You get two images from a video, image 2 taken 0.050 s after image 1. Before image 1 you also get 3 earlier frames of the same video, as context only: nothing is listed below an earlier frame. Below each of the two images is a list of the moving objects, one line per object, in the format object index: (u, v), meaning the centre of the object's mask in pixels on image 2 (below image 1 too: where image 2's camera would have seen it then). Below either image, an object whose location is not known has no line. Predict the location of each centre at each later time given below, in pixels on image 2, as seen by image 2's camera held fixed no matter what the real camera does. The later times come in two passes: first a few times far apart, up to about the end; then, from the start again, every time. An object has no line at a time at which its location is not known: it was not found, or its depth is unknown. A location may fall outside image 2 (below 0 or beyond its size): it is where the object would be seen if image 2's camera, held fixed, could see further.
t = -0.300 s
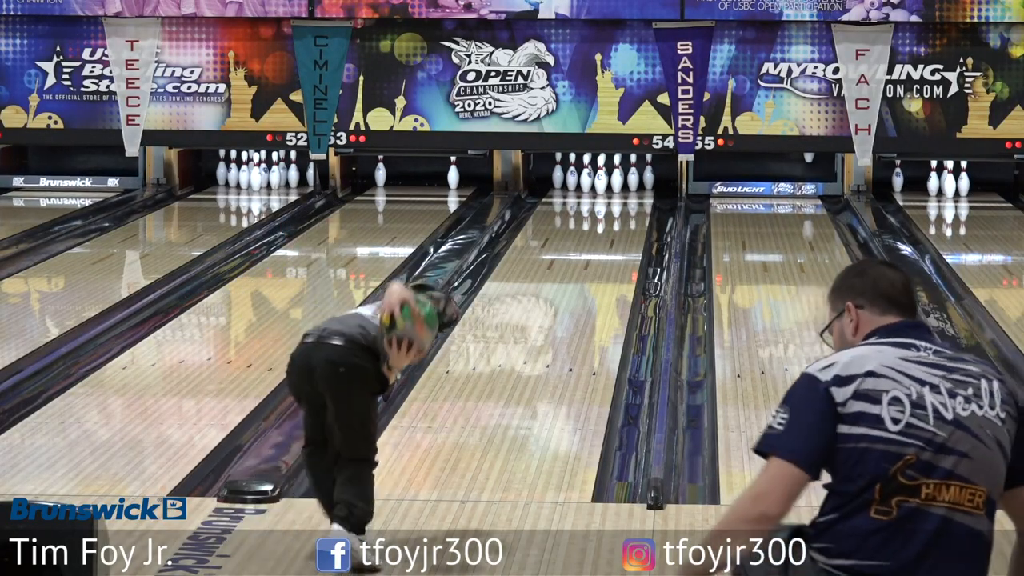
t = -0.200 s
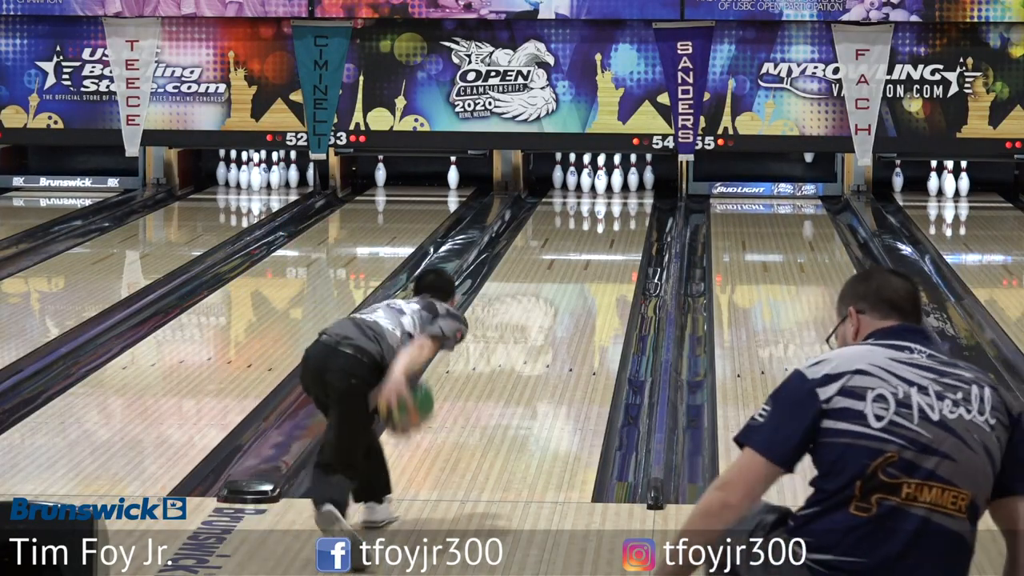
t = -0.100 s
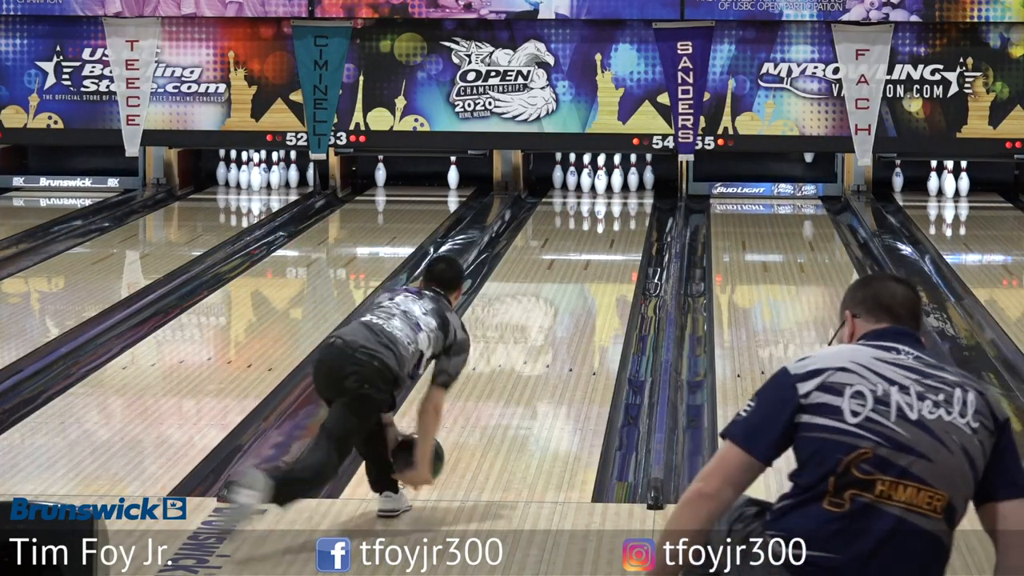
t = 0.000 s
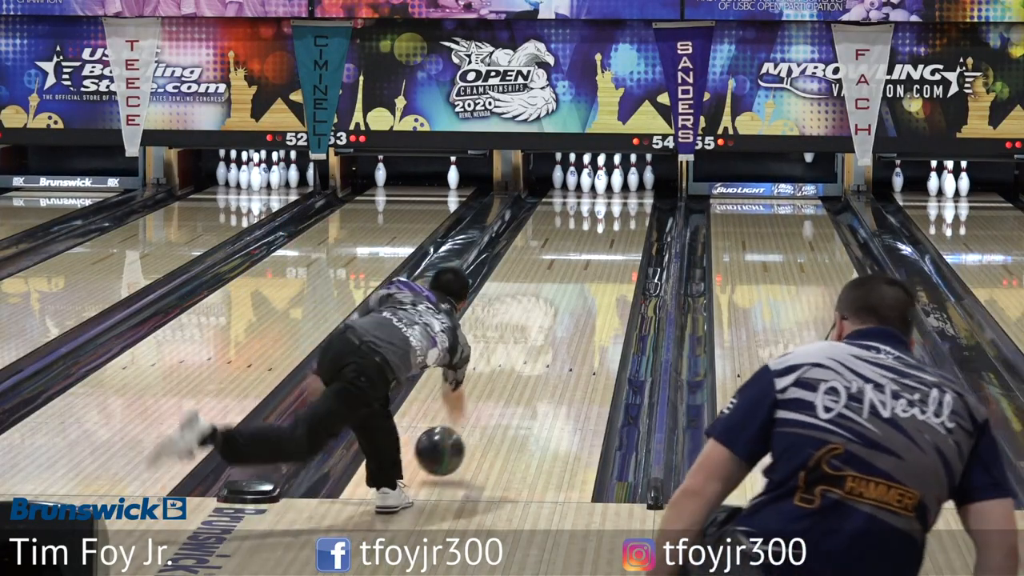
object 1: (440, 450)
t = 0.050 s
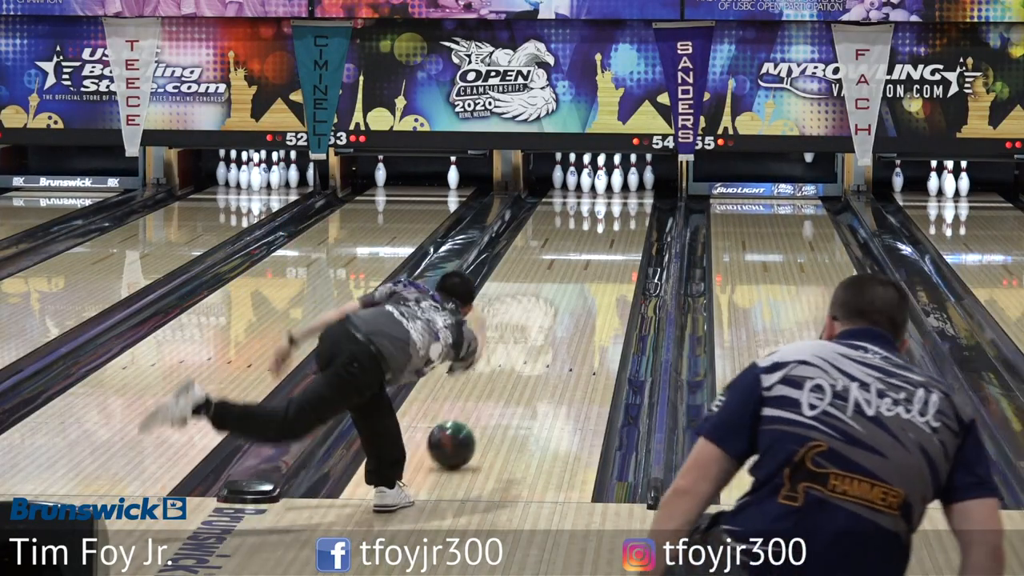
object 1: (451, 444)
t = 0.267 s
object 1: (494, 394)
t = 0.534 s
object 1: (534, 346)
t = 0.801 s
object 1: (566, 308)
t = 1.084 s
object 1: (591, 274)
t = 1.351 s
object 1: (611, 249)
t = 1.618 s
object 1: (624, 228)
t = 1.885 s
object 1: (629, 209)
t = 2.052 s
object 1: (625, 199)
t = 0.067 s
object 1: (455, 440)
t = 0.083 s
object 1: (458, 435)
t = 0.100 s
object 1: (462, 431)
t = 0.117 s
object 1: (465, 428)
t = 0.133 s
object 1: (468, 424)
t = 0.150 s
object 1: (472, 420)
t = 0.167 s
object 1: (475, 416)
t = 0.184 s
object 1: (479, 412)
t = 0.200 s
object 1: (482, 408)
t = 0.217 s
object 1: (485, 405)
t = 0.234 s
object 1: (488, 401)
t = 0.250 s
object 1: (491, 398)
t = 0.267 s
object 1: (494, 394)
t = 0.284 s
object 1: (497, 391)
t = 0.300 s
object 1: (500, 388)
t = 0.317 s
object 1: (502, 384)
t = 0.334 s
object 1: (505, 381)
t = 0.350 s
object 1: (508, 378)
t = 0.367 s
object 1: (510, 375)
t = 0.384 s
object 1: (513, 372)
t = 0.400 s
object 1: (515, 369)
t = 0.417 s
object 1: (518, 366)
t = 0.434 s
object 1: (521, 363)
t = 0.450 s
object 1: (523, 360)
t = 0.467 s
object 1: (525, 357)
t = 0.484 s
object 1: (528, 354)
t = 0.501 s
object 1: (530, 351)
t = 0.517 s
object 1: (532, 349)
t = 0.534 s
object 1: (534, 346)
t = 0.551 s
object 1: (537, 344)
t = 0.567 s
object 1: (539, 341)
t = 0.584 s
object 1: (541, 338)
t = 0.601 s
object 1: (543, 336)
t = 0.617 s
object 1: (545, 333)
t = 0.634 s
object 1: (547, 331)
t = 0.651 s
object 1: (548, 333)
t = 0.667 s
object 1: (558, 330)
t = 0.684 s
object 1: (557, 319)
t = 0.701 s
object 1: (555, 321)
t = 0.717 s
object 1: (557, 319)
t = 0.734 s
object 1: (559, 316)
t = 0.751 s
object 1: (561, 314)
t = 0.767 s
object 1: (562, 312)
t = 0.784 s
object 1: (564, 310)
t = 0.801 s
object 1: (566, 308)
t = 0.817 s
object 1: (568, 305)
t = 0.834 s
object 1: (569, 303)
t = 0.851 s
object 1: (571, 301)
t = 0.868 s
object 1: (573, 299)
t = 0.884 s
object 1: (574, 297)
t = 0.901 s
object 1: (576, 295)
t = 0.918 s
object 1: (577, 293)
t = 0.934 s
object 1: (579, 291)
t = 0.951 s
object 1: (580, 289)
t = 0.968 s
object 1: (582, 287)
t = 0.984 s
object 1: (582, 285)
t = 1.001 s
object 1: (584, 283)
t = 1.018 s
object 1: (585, 281)
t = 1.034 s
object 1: (586, 279)
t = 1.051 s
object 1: (588, 277)
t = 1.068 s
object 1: (589, 275)
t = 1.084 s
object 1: (591, 274)
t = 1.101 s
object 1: (593, 273)
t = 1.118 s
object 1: (594, 270)
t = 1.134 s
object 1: (596, 269)
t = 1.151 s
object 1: (597, 267)
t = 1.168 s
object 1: (598, 266)
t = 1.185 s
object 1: (599, 264)
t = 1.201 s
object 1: (600, 263)
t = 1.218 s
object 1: (602, 261)
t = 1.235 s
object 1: (603, 259)
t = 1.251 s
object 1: (604, 258)
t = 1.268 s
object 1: (606, 256)
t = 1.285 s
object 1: (607, 255)
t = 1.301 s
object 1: (608, 253)
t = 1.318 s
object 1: (609, 252)
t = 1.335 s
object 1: (610, 250)
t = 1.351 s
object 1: (611, 249)
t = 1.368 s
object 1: (612, 247)
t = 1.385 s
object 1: (613, 246)
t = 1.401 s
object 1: (614, 244)
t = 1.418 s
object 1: (615, 243)
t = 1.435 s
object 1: (615, 241)
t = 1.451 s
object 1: (617, 240)
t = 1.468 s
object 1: (618, 239)
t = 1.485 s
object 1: (618, 237)
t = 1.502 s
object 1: (619, 236)
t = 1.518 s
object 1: (620, 235)
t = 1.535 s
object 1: (621, 234)
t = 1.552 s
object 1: (622, 232)
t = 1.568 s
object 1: (622, 231)
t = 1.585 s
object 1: (623, 230)
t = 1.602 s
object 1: (624, 228)
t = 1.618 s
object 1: (624, 228)
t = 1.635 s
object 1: (625, 227)
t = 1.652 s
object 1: (626, 225)
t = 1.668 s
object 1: (626, 224)
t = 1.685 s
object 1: (627, 222)
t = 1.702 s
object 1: (627, 221)
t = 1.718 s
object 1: (627, 220)
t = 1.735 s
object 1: (628, 218)
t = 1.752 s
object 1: (628, 218)
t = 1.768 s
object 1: (629, 216)
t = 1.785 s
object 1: (629, 216)
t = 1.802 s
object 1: (628, 215)
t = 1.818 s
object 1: (629, 214)
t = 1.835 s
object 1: (629, 213)
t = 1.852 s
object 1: (629, 211)
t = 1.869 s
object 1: (629, 210)
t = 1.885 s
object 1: (629, 209)
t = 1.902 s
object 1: (628, 208)
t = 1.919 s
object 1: (628, 207)
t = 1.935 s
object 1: (628, 206)
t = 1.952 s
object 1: (627, 205)
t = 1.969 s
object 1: (627, 204)
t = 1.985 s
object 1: (627, 203)
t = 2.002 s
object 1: (626, 202)
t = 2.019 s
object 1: (626, 201)
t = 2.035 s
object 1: (625, 201)
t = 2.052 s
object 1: (625, 199)
